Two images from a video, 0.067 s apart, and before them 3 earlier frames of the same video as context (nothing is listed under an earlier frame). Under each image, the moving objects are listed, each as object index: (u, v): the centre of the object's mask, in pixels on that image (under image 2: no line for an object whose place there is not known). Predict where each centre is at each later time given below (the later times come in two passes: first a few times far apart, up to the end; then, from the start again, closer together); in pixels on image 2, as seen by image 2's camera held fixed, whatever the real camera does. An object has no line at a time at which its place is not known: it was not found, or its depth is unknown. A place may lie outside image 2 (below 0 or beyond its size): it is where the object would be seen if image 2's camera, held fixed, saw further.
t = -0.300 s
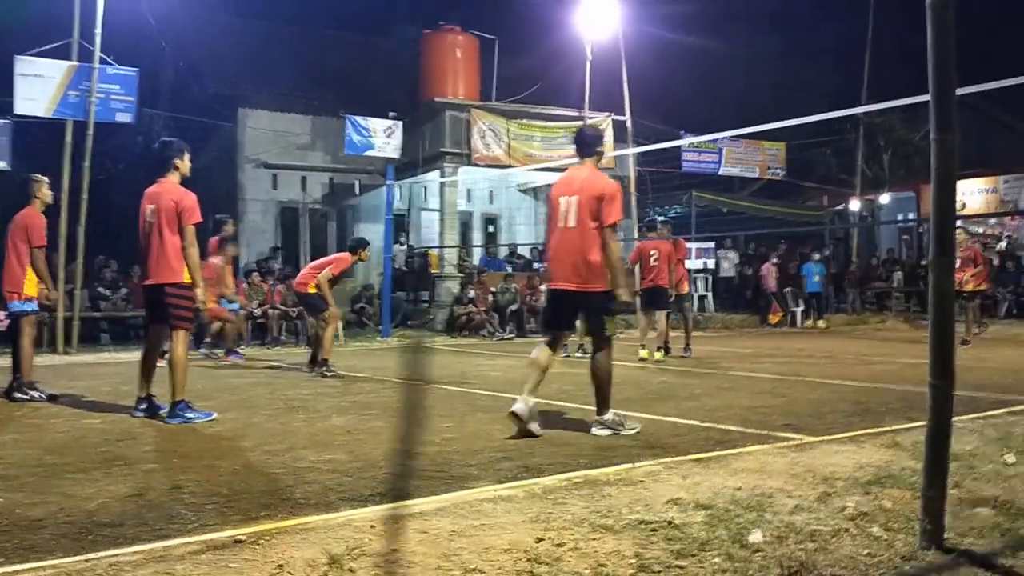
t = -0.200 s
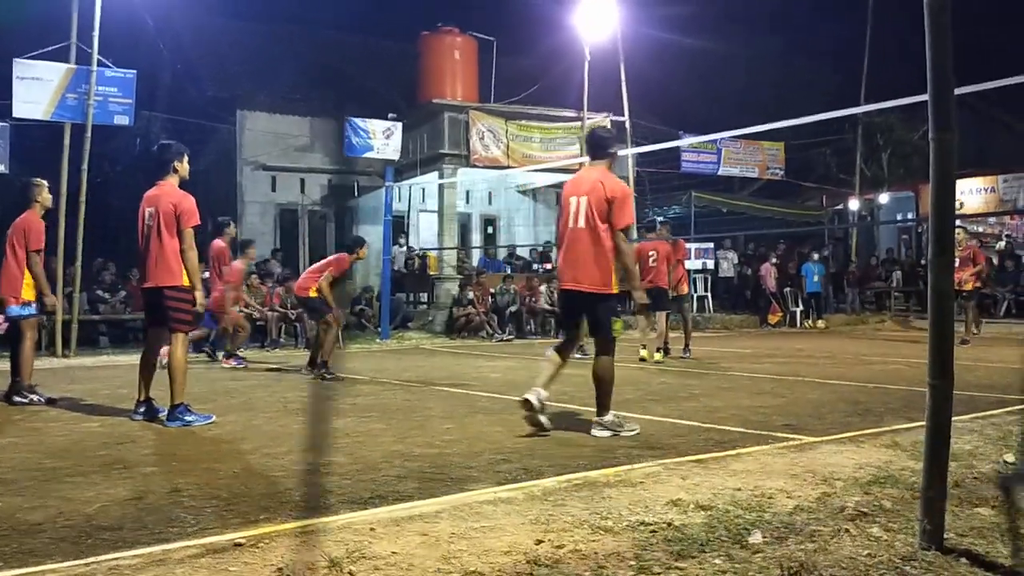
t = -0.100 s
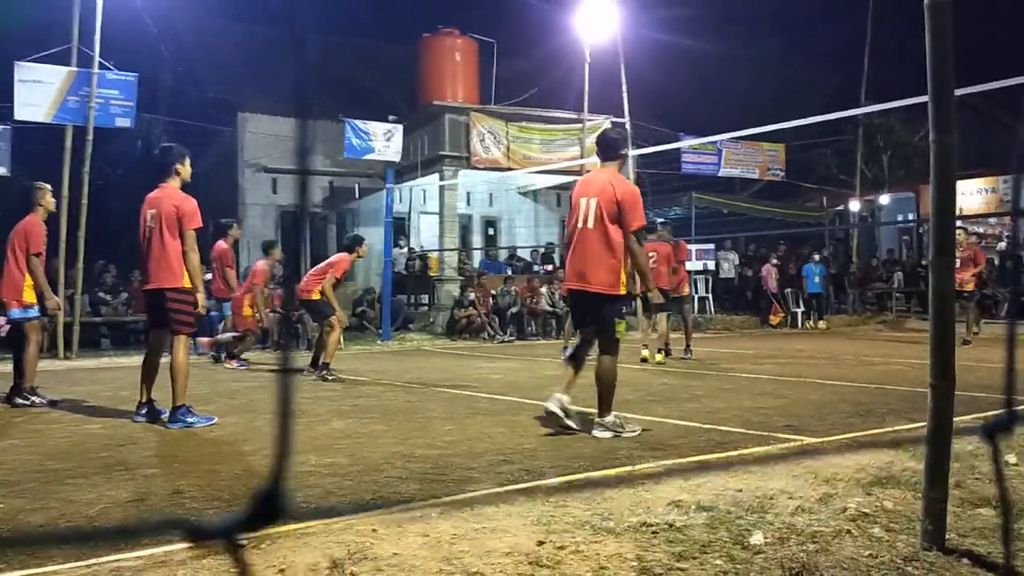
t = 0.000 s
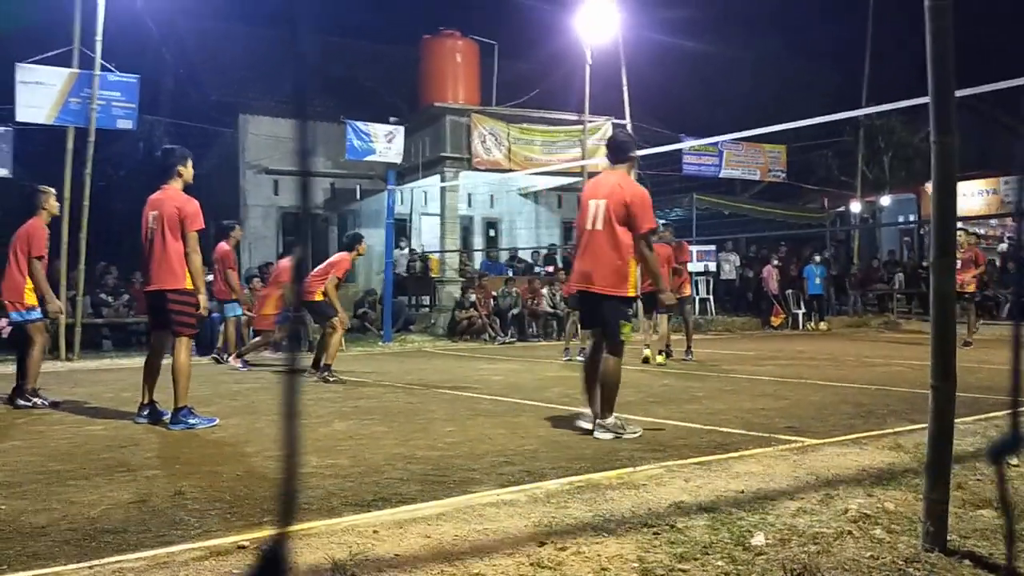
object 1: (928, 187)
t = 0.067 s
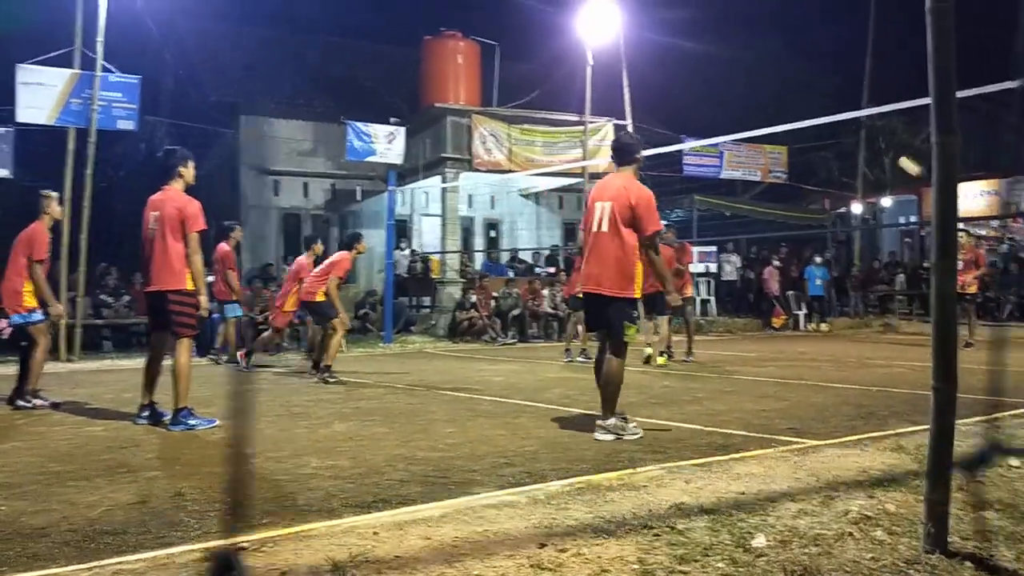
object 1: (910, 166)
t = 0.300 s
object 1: (819, 93)
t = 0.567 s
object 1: (684, 38)
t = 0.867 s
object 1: (464, 21)
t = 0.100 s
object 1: (899, 155)
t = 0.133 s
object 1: (887, 144)
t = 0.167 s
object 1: (873, 132)
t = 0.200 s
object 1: (862, 124)
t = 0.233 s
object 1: (845, 109)
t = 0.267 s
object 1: (833, 102)
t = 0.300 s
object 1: (819, 93)
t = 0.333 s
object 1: (804, 84)
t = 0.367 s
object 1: (790, 76)
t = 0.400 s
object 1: (775, 68)
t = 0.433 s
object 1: (758, 60)
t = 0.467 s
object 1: (741, 54)
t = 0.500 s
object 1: (722, 47)
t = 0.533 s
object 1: (704, 42)
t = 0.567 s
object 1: (684, 38)
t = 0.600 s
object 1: (663, 33)
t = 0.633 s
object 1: (643, 29)
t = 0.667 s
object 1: (629, 23)
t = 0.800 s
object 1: (522, 18)
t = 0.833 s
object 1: (493, 20)
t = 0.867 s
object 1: (464, 21)
